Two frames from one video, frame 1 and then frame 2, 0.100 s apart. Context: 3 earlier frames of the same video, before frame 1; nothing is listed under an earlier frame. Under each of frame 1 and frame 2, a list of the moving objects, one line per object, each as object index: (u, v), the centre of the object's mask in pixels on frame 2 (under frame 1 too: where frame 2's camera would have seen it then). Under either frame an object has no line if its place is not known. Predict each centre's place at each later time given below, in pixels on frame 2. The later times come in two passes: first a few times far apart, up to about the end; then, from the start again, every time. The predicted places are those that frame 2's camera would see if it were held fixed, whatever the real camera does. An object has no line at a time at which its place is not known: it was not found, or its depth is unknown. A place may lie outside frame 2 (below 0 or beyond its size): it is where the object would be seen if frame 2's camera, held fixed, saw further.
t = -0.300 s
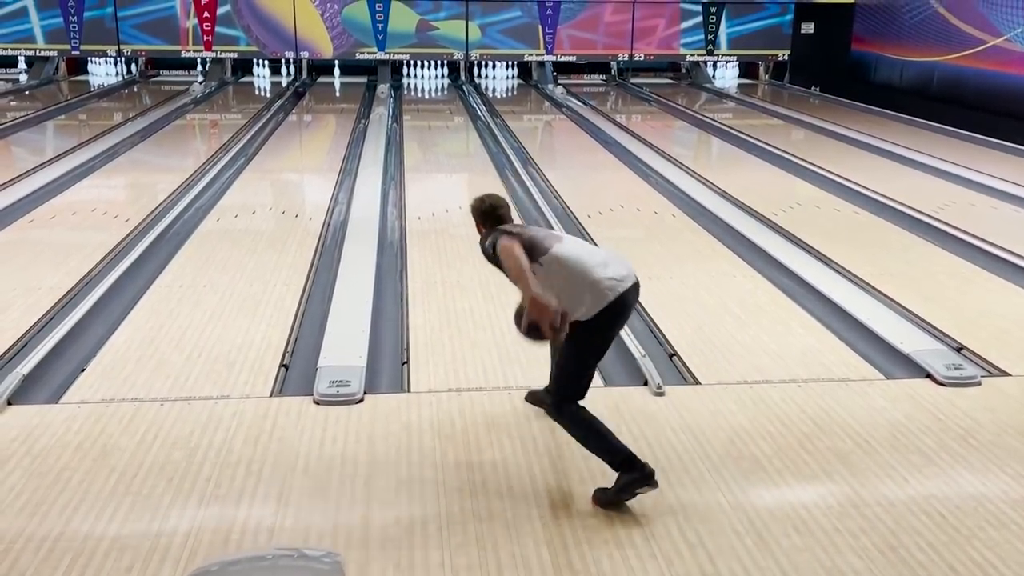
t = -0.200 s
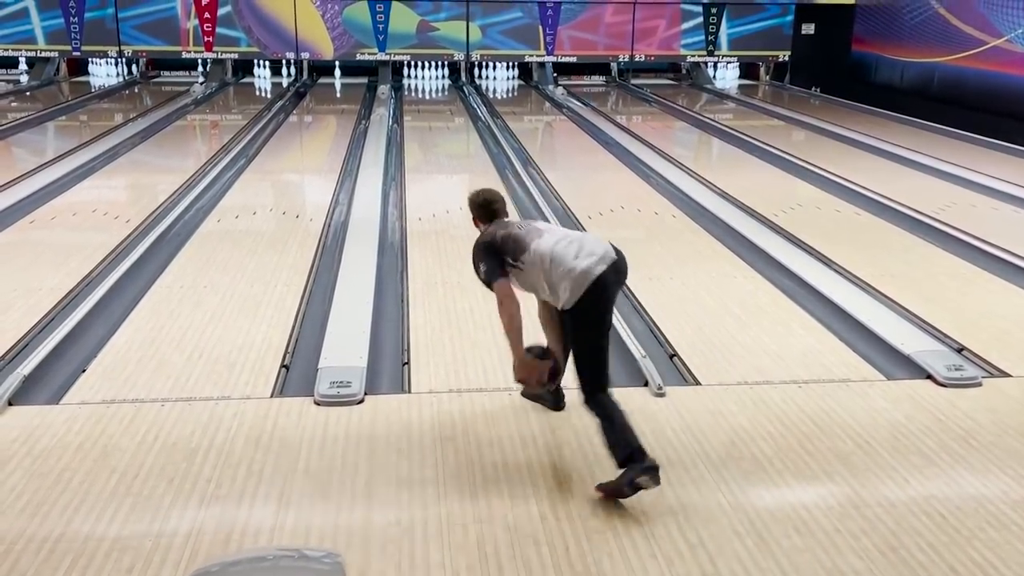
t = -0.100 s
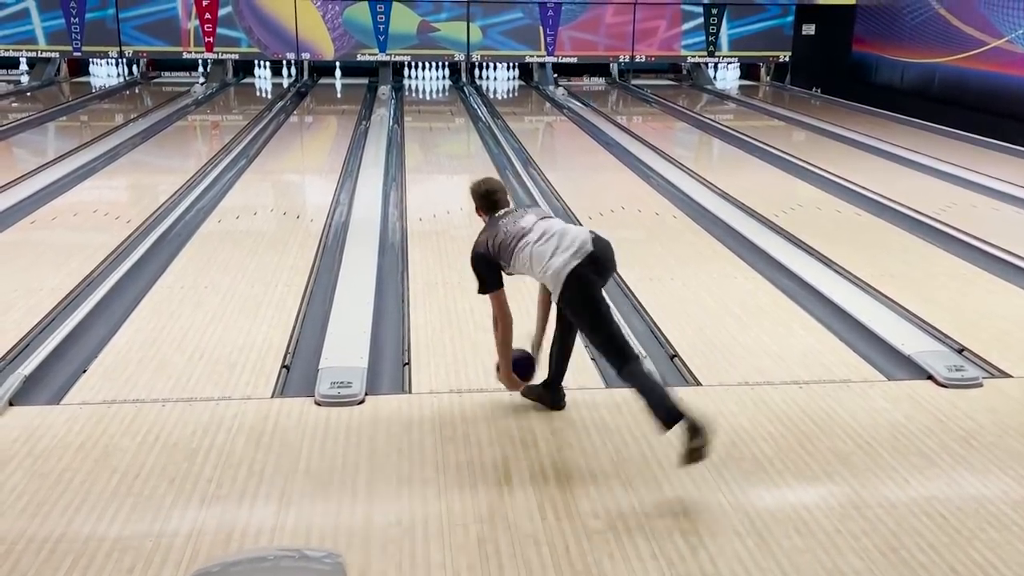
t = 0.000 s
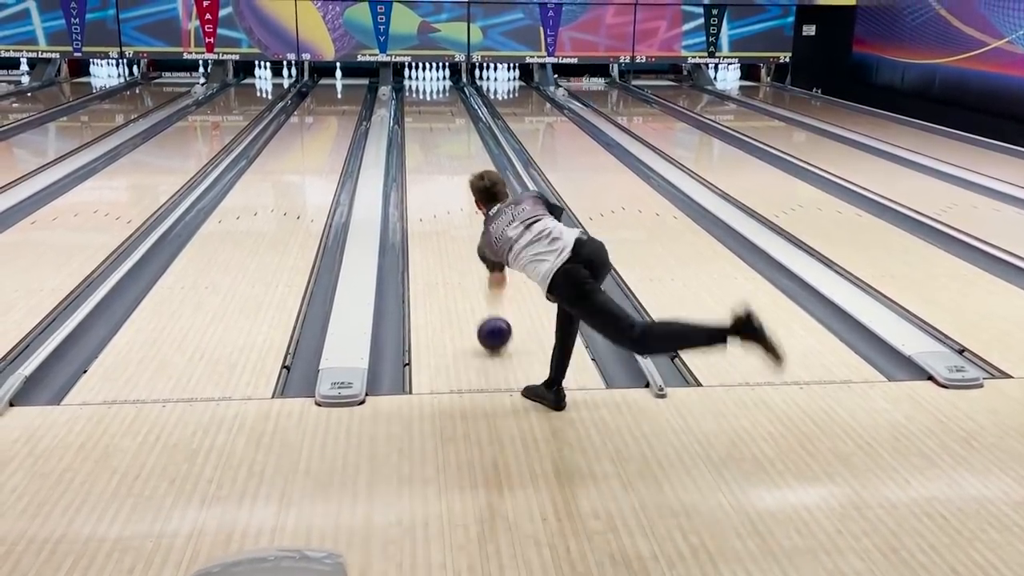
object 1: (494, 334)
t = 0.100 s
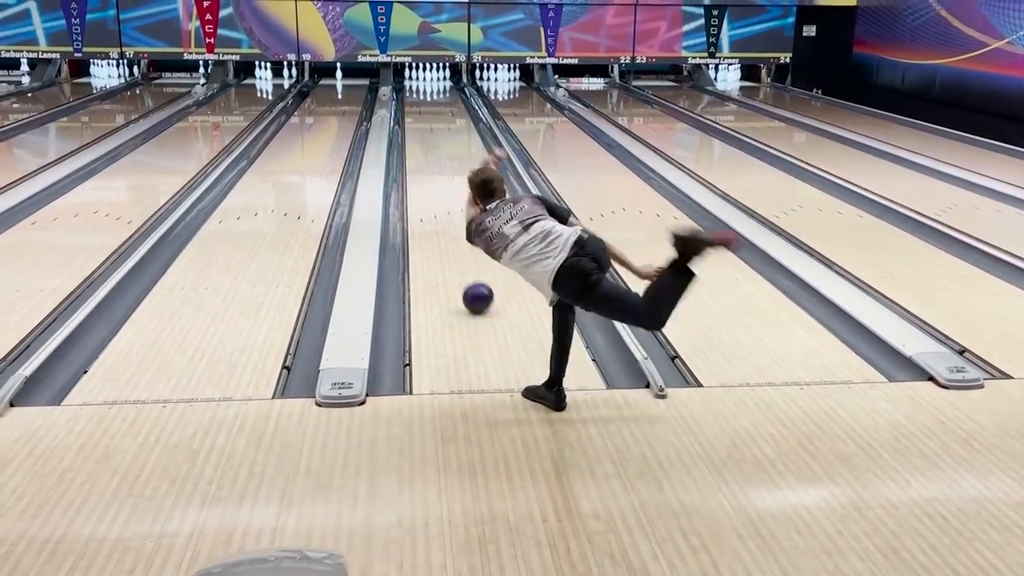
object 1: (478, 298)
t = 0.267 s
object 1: (457, 249)
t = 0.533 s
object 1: (435, 196)
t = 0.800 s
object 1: (422, 161)
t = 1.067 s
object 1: (414, 136)
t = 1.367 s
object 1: (410, 116)
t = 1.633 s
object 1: (410, 102)
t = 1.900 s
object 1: (413, 91)
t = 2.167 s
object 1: (420, 82)
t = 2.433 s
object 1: (425, 76)
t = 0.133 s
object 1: (473, 287)
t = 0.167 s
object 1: (468, 276)
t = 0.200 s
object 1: (464, 266)
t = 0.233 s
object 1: (460, 257)
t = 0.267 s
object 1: (457, 249)
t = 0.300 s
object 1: (452, 242)
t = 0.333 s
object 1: (448, 233)
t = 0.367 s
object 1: (447, 226)
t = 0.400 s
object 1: (445, 219)
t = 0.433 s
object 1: (442, 213)
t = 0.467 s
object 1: (440, 207)
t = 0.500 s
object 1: (437, 202)
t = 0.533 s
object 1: (435, 196)
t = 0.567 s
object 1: (433, 191)
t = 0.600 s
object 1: (431, 186)
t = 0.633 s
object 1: (430, 182)
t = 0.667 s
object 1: (428, 177)
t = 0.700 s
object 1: (426, 173)
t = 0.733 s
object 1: (425, 169)
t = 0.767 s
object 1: (423, 165)
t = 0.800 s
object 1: (422, 161)
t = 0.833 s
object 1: (420, 158)
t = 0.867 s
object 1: (420, 154)
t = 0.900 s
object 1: (418, 151)
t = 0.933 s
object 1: (417, 148)
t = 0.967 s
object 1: (417, 145)
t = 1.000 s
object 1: (415, 142)
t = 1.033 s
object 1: (415, 139)
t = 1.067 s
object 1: (414, 136)
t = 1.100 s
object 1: (413, 134)
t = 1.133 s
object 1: (413, 131)
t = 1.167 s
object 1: (412, 129)
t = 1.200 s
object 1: (412, 126)
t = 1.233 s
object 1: (411, 124)
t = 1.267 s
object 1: (411, 122)
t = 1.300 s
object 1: (411, 120)
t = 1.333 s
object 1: (410, 117)
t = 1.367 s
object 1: (410, 116)
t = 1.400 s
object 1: (410, 114)
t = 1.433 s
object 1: (410, 112)
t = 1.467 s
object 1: (410, 110)
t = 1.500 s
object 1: (410, 108)
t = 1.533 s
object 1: (410, 107)
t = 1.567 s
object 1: (410, 105)
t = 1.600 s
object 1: (410, 103)
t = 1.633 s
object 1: (410, 102)
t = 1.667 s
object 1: (410, 100)
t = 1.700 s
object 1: (411, 99)
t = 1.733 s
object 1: (411, 97)
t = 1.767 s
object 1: (411, 96)
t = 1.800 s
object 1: (412, 94)
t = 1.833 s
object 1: (412, 93)
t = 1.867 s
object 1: (413, 92)
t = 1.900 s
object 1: (413, 91)
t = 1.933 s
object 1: (414, 90)
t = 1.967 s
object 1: (414, 88)
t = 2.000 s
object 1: (415, 87)
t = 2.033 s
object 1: (416, 86)
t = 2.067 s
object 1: (417, 85)
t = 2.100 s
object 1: (418, 84)
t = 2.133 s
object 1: (419, 83)
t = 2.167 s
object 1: (420, 82)
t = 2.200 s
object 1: (421, 81)
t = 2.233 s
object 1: (422, 80)
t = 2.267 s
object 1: (422, 80)
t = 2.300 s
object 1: (424, 79)
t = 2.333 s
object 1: (424, 78)
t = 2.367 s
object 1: (424, 77)
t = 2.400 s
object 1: (425, 76)
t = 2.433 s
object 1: (425, 76)
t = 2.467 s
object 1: (424, 76)
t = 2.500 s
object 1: (424, 76)
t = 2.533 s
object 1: (425, 75)
